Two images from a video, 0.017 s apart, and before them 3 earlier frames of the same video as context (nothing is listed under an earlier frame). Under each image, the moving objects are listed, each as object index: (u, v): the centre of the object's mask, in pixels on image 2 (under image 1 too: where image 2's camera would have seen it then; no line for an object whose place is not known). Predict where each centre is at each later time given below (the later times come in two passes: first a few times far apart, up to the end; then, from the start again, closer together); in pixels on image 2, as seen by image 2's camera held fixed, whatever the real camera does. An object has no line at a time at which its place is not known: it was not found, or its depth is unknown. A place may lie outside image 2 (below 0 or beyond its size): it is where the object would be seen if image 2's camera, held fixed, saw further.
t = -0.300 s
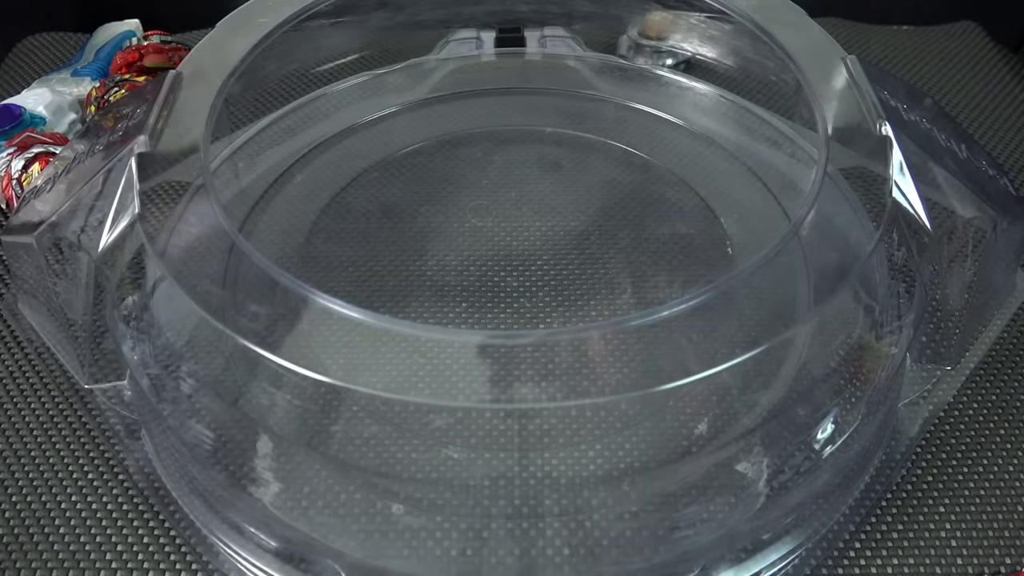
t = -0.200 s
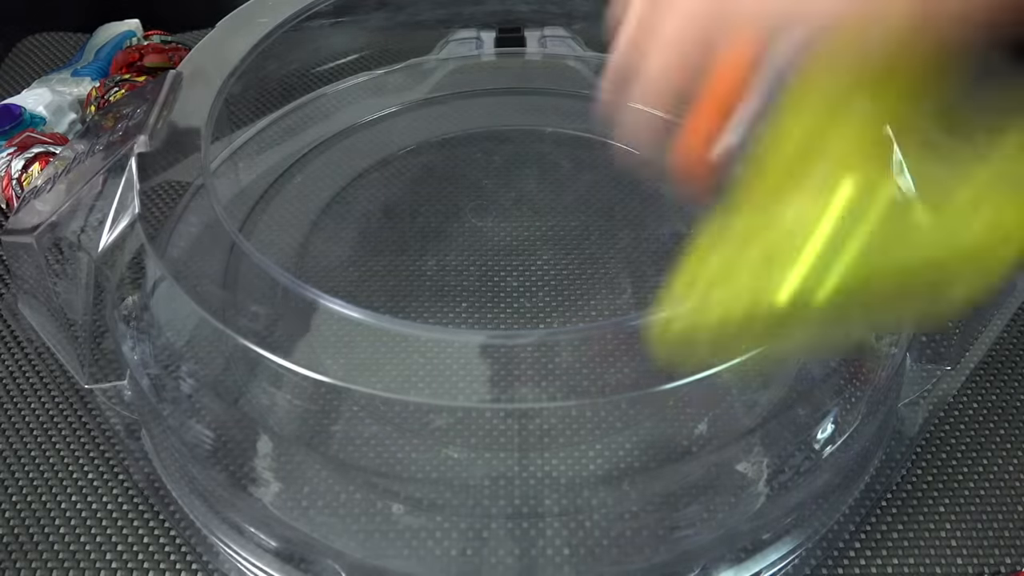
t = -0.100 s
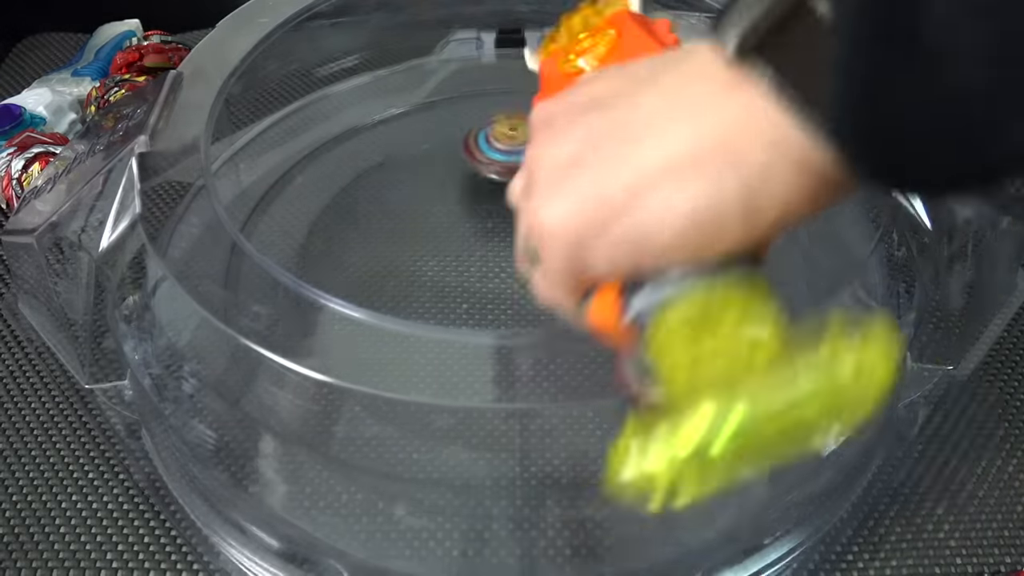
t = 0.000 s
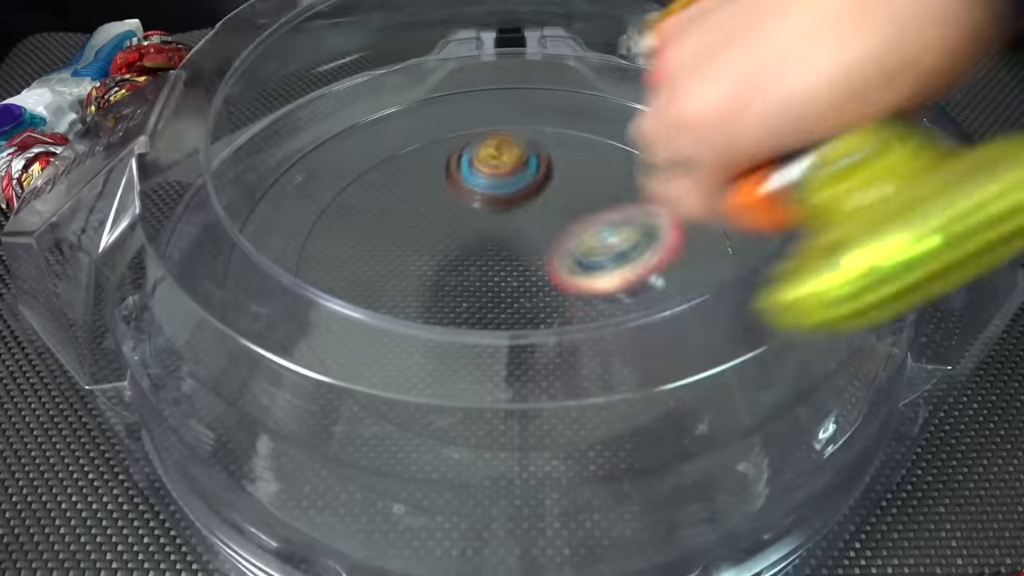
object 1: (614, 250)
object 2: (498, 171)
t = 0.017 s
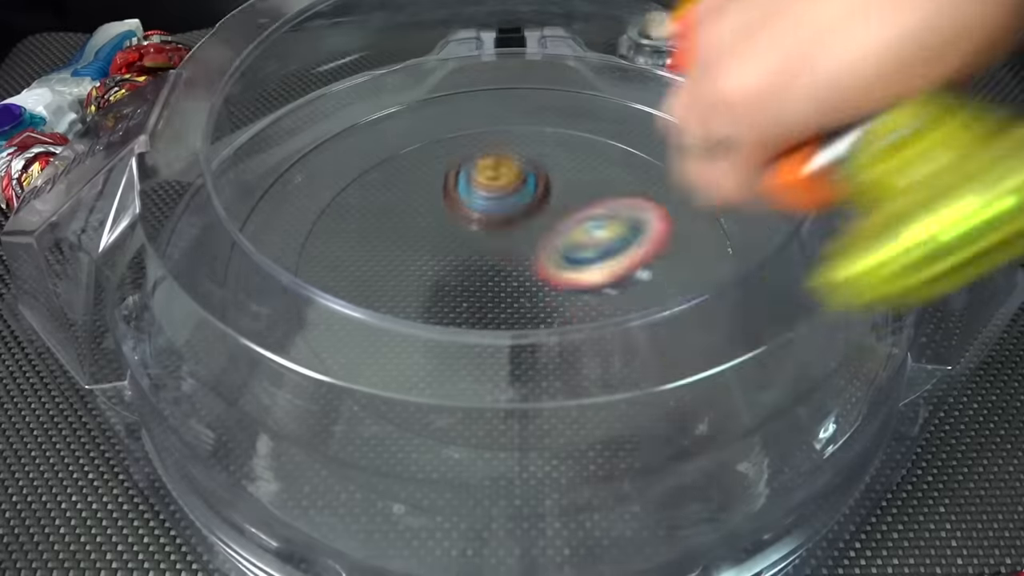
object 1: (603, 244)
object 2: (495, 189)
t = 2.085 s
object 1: (636, 361)
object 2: (481, 308)
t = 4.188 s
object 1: (369, 336)
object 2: (776, 295)
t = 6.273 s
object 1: (648, 356)
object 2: (772, 239)
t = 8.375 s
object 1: (496, 170)
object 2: (617, 417)
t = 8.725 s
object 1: (478, 334)
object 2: (614, 223)
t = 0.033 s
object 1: (590, 243)
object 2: (492, 212)
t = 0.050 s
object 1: (576, 246)
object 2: (484, 240)
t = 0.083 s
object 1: (552, 264)
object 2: (471, 268)
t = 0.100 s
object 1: (540, 278)
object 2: (465, 277)
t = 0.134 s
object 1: (530, 303)
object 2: (475, 271)
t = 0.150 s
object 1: (526, 321)
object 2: (491, 265)
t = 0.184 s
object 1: (520, 375)
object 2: (516, 269)
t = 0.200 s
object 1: (515, 413)
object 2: (525, 268)
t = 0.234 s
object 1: (509, 490)
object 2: (540, 262)
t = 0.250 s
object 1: (508, 504)
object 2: (545, 258)
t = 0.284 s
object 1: (510, 491)
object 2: (550, 247)
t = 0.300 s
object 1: (513, 478)
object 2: (551, 243)
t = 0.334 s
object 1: (518, 444)
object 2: (546, 233)
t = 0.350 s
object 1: (519, 428)
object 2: (541, 228)
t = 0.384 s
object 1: (522, 402)
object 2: (524, 221)
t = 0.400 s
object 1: (523, 394)
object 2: (513, 219)
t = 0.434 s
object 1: (527, 372)
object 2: (490, 218)
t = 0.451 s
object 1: (529, 359)
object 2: (478, 221)
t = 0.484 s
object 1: (534, 333)
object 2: (457, 232)
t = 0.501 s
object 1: (535, 325)
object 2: (447, 241)
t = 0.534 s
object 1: (539, 300)
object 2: (434, 262)
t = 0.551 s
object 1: (539, 295)
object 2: (432, 277)
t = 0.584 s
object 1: (540, 284)
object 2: (437, 294)
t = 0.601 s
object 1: (540, 277)
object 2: (444, 302)
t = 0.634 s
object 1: (537, 266)
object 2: (464, 337)
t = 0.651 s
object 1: (534, 262)
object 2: (483, 347)
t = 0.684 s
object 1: (526, 257)
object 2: (527, 363)
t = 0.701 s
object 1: (520, 256)
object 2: (550, 366)
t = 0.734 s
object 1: (508, 256)
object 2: (605, 368)
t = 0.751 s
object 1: (501, 257)
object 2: (628, 363)
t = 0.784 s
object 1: (486, 263)
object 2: (674, 339)
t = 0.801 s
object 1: (480, 266)
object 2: (700, 325)
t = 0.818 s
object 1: (474, 269)
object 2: (714, 310)
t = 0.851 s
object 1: (465, 276)
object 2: (738, 273)
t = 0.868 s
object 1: (462, 280)
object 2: (742, 250)
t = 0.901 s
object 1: (461, 287)
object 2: (750, 222)
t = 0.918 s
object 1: (461, 290)
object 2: (753, 210)
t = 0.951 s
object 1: (466, 300)
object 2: (758, 190)
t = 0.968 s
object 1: (471, 305)
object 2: (760, 180)
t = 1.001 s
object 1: (482, 312)
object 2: (756, 161)
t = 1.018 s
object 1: (490, 317)
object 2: (753, 154)
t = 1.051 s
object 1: (509, 326)
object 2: (737, 142)
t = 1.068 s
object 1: (520, 330)
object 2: (729, 137)
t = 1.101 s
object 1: (545, 339)
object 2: (714, 128)
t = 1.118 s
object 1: (558, 342)
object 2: (708, 124)
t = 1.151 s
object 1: (589, 349)
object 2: (694, 117)
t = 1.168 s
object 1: (605, 351)
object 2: (687, 114)
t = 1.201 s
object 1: (642, 356)
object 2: (674, 108)
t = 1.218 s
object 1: (660, 356)
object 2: (667, 105)
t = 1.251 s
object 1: (695, 352)
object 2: (653, 100)
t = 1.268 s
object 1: (712, 349)
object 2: (646, 99)
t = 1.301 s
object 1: (741, 347)
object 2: (631, 95)
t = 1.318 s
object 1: (755, 347)
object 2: (624, 93)
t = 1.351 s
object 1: (778, 351)
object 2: (609, 91)
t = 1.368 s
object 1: (783, 347)
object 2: (602, 90)
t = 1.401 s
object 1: (788, 343)
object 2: (586, 89)
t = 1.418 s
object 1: (787, 338)
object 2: (578, 90)
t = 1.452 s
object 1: (780, 329)
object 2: (563, 90)
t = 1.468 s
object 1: (776, 324)
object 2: (555, 91)
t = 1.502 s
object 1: (770, 321)
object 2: (541, 92)
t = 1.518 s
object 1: (765, 320)
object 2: (532, 94)
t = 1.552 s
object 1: (754, 322)
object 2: (514, 97)
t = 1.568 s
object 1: (748, 326)
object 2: (504, 102)
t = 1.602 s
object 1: (735, 336)
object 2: (479, 116)
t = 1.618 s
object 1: (729, 344)
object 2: (465, 124)
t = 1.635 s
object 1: (721, 352)
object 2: (449, 136)
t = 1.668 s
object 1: (704, 371)
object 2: (416, 160)
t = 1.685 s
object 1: (696, 383)
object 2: (402, 172)
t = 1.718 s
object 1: (679, 414)
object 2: (373, 202)
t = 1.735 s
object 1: (670, 432)
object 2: (361, 217)
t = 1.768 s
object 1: (652, 455)
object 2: (346, 253)
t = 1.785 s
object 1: (639, 462)
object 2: (346, 269)
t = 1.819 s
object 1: (615, 480)
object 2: (344, 316)
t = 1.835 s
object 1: (602, 491)
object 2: (353, 338)
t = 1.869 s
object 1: (580, 511)
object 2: (377, 383)
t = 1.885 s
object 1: (564, 508)
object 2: (403, 401)
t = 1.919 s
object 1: (563, 515)
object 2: (432, 421)
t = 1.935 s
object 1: (578, 505)
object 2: (426, 409)
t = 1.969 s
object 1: (601, 466)
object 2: (423, 389)
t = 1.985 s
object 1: (611, 447)
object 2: (425, 382)
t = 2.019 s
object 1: (623, 411)
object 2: (439, 350)
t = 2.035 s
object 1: (627, 397)
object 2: (448, 341)
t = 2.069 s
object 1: (634, 378)
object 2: (469, 324)
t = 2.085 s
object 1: (636, 361)
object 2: (481, 308)
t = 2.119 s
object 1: (641, 331)
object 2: (505, 297)
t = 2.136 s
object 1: (643, 316)
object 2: (514, 292)
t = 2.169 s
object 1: (641, 284)
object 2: (527, 272)
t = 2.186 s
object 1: (638, 269)
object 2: (529, 259)
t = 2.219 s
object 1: (635, 241)
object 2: (523, 239)
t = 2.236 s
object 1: (632, 227)
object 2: (516, 228)
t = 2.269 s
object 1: (619, 201)
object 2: (495, 209)
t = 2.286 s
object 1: (609, 190)
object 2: (483, 202)
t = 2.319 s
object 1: (583, 171)
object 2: (455, 191)
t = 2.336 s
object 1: (568, 163)
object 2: (440, 188)
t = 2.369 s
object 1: (535, 151)
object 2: (412, 188)
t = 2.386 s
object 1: (516, 147)
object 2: (398, 190)
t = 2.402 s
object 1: (499, 144)
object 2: (382, 193)
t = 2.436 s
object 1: (460, 142)
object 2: (357, 205)
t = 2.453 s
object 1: (440, 144)
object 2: (346, 212)
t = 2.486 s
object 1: (403, 152)
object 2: (330, 228)
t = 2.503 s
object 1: (387, 158)
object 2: (325, 237)
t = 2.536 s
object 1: (354, 172)
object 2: (322, 251)
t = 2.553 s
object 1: (341, 180)
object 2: (325, 258)
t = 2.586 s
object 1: (316, 200)
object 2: (328, 281)
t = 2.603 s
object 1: (306, 210)
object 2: (334, 293)
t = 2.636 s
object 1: (296, 234)
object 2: (357, 316)
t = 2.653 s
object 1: (292, 250)
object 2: (371, 326)
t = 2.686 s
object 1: (290, 279)
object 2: (411, 341)
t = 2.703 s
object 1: (292, 294)
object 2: (434, 347)
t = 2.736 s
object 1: (297, 323)
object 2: (476, 351)
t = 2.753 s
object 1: (301, 336)
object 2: (498, 348)
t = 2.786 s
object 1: (310, 359)
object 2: (541, 335)
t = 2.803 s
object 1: (317, 367)
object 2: (562, 327)
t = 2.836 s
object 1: (331, 381)
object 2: (600, 299)
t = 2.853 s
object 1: (340, 388)
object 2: (614, 286)
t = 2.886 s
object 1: (357, 397)
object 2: (641, 257)
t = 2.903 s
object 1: (367, 400)
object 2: (646, 234)
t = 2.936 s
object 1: (389, 406)
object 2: (652, 195)
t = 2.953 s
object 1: (402, 407)
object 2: (649, 173)
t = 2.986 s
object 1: (428, 406)
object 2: (638, 137)
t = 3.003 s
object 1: (442, 406)
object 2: (631, 120)
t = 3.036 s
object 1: (477, 403)
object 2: (608, 91)
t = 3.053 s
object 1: (495, 400)
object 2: (602, 81)
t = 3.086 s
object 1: (536, 392)
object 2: (581, 55)
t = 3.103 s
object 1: (557, 382)
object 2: (570, 46)
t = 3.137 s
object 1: (596, 363)
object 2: (547, 46)
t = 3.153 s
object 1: (613, 349)
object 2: (537, 48)
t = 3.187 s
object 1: (641, 321)
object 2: (517, 53)
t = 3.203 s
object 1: (651, 307)
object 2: (509, 55)
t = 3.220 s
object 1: (658, 291)
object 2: (499, 56)
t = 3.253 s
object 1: (666, 260)
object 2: (476, 64)
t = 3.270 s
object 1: (669, 247)
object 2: (463, 71)
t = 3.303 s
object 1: (662, 216)
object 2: (440, 80)
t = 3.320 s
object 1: (655, 201)
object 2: (430, 85)
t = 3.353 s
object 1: (637, 176)
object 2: (412, 94)
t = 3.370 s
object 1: (626, 164)
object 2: (405, 98)
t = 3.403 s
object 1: (600, 143)
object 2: (392, 107)
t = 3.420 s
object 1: (584, 135)
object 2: (386, 111)
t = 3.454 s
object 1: (552, 122)
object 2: (374, 122)
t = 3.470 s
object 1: (535, 118)
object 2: (368, 127)
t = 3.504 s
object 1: (501, 112)
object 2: (357, 138)
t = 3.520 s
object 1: (483, 110)
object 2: (352, 144)
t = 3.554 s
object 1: (447, 111)
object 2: (341, 162)
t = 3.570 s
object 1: (428, 114)
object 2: (336, 173)
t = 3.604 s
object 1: (394, 123)
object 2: (331, 199)
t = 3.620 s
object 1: (379, 128)
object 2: (329, 214)
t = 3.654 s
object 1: (351, 135)
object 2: (330, 247)
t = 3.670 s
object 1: (338, 140)
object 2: (336, 259)
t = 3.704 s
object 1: (317, 147)
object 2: (346, 297)
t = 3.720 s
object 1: (307, 152)
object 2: (355, 314)
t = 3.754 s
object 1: (292, 161)
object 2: (384, 349)
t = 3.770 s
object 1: (284, 165)
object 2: (400, 375)
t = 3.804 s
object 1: (272, 175)
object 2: (449, 399)
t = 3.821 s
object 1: (268, 179)
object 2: (474, 407)
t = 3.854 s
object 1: (264, 187)
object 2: (529, 414)
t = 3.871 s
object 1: (262, 192)
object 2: (561, 413)
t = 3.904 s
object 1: (255, 203)
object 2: (623, 409)
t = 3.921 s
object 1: (254, 208)
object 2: (650, 403)
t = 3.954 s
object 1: (255, 219)
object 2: (697, 398)
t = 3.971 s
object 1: (257, 226)
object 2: (712, 392)
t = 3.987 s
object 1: (260, 232)
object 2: (732, 387)
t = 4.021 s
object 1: (266, 246)
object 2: (758, 379)
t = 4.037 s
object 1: (270, 254)
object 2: (765, 372)
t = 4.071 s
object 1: (282, 268)
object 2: (779, 360)
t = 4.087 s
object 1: (289, 275)
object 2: (779, 345)
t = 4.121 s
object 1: (307, 294)
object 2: (778, 325)
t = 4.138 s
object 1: (320, 304)
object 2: (779, 318)
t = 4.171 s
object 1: (351, 326)
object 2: (778, 304)
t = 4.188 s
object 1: (369, 336)
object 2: (776, 295)
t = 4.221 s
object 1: (412, 356)
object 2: (776, 282)
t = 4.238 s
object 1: (433, 363)
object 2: (775, 274)
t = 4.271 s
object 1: (480, 370)
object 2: (771, 261)
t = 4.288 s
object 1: (505, 372)
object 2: (769, 254)
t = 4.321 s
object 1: (552, 368)
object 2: (763, 241)
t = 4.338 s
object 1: (574, 362)
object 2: (761, 236)
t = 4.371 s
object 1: (614, 345)
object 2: (754, 225)
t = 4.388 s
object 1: (632, 334)
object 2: (746, 218)
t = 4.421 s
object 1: (661, 309)
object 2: (743, 212)
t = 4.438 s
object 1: (672, 296)
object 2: (741, 208)
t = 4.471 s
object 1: (681, 269)
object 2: (739, 196)
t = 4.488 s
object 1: (674, 256)
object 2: (741, 184)
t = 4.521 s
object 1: (666, 237)
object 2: (745, 174)
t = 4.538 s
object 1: (658, 227)
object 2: (747, 163)
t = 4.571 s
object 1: (643, 204)
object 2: (748, 148)
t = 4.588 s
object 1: (633, 193)
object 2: (743, 139)
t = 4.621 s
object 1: (611, 174)
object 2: (730, 127)
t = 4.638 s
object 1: (598, 165)
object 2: (721, 123)
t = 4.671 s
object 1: (573, 151)
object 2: (700, 116)
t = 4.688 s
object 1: (559, 145)
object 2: (691, 112)
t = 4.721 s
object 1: (529, 137)
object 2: (677, 104)
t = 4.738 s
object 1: (514, 135)
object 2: (670, 99)
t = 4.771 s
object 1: (482, 133)
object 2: (657, 92)
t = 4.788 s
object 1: (467, 135)
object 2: (650, 90)
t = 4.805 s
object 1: (451, 137)
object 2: (643, 88)
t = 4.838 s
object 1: (423, 145)
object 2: (631, 84)
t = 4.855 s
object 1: (409, 151)
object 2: (625, 82)
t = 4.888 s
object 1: (385, 167)
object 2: (614, 79)
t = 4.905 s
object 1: (374, 177)
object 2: (610, 78)
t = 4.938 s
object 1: (358, 199)
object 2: (601, 76)
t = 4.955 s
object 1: (353, 211)
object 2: (597, 75)
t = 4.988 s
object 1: (347, 238)
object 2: (588, 74)
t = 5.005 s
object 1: (349, 251)
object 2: (585, 74)
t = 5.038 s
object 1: (355, 280)
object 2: (577, 73)
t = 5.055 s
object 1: (363, 294)
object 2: (574, 72)
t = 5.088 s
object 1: (386, 319)
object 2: (566, 71)
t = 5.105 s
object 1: (401, 331)
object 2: (563, 71)
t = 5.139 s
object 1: (435, 350)
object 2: (556, 71)
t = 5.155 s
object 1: (455, 358)
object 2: (552, 71)
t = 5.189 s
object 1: (497, 368)
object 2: (544, 72)
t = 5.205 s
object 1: (519, 370)
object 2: (541, 72)
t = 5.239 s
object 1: (563, 366)
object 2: (533, 73)
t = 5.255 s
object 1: (583, 360)
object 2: (530, 74)
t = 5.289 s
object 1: (620, 344)
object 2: (523, 75)
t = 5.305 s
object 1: (636, 335)
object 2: (520, 76)
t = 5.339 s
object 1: (663, 313)
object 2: (513, 78)
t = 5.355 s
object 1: (673, 301)
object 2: (510, 79)
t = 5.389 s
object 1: (688, 275)
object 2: (503, 82)
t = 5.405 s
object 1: (691, 261)
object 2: (499, 83)
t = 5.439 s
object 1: (694, 236)
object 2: (492, 86)
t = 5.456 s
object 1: (693, 223)
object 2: (489, 88)
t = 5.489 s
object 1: (684, 199)
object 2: (482, 92)
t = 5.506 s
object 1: (677, 188)
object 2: (479, 94)
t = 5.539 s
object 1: (659, 167)
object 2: (471, 98)
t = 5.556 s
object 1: (647, 158)
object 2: (466, 102)
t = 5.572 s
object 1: (636, 151)
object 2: (460, 108)
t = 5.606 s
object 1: (610, 137)
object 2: (445, 122)
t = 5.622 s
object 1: (595, 132)
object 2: (435, 131)
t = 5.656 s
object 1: (567, 126)
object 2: (415, 151)
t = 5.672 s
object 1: (551, 124)
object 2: (406, 163)
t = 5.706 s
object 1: (519, 124)
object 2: (386, 188)
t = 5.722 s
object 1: (504, 125)
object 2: (378, 203)
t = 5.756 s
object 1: (473, 132)
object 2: (366, 235)
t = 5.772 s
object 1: (457, 137)
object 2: (364, 251)
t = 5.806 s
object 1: (430, 150)
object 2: (372, 276)
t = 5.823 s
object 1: (416, 158)
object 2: (382, 287)
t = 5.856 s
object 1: (393, 178)
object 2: (398, 321)
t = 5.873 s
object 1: (384, 190)
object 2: (411, 336)
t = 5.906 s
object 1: (370, 214)
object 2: (449, 369)
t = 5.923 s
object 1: (366, 228)
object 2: (471, 381)
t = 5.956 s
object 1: (363, 256)
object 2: (520, 391)
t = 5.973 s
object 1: (367, 267)
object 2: (546, 393)
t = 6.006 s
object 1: (375, 299)
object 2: (598, 387)
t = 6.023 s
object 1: (383, 312)
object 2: (622, 383)
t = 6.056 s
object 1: (406, 338)
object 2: (666, 367)
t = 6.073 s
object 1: (421, 349)
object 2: (684, 361)
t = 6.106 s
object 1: (453, 367)
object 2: (715, 326)
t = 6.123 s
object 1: (473, 374)
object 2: (728, 311)
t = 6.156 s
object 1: (515, 383)
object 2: (745, 285)
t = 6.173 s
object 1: (534, 384)
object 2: (752, 274)
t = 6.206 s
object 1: (576, 381)
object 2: (764, 259)
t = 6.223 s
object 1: (596, 377)
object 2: (768, 252)
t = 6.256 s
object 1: (632, 365)
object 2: (772, 243)
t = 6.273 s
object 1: (648, 356)
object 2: (772, 239)
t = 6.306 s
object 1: (677, 335)
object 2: (773, 232)
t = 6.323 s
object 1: (688, 323)
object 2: (771, 228)
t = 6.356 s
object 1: (705, 300)
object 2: (769, 221)
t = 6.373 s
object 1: (704, 293)
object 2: (770, 217)
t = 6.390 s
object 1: (696, 284)
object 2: (779, 205)
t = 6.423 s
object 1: (676, 269)
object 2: (799, 191)
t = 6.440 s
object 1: (666, 262)
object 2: (802, 183)
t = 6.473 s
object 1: (650, 248)
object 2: (801, 168)
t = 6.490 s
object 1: (641, 239)
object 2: (801, 161)
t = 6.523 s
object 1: (620, 223)
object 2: (802, 149)
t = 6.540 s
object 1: (608, 215)
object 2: (796, 149)
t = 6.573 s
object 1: (582, 203)
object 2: (780, 145)
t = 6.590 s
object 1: (568, 198)
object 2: (777, 144)
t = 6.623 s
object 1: (538, 191)
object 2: (773, 141)
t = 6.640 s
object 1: (524, 189)
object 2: (771, 138)
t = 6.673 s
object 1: (493, 189)
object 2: (769, 133)
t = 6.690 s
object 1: (478, 191)
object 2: (768, 130)
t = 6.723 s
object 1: (450, 199)
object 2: (763, 127)
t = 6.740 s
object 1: (437, 205)
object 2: (761, 124)
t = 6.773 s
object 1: (415, 220)
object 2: (754, 121)
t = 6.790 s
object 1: (406, 229)
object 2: (751, 119)
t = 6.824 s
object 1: (393, 250)
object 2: (744, 116)
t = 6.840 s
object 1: (390, 261)
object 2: (740, 115)
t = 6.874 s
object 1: (390, 279)
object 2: (733, 113)
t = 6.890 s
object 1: (392, 294)
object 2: (729, 112)
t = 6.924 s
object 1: (404, 315)
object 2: (720, 110)
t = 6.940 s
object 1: (413, 325)
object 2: (713, 109)
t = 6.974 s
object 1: (436, 342)
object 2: (692, 109)
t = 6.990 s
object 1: (450, 350)
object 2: (681, 109)
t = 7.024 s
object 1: (482, 359)
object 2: (663, 110)
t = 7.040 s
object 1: (499, 361)
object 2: (655, 110)
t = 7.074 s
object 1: (533, 360)
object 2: (640, 112)
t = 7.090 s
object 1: (550, 358)
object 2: (633, 115)
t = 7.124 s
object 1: (582, 347)
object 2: (619, 120)
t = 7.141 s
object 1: (595, 340)
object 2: (608, 125)
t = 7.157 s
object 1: (608, 331)
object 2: (594, 128)
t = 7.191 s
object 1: (626, 311)
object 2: (566, 136)
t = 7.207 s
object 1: (632, 301)
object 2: (550, 139)
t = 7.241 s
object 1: (638, 275)
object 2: (516, 148)
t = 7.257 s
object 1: (640, 266)
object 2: (502, 153)
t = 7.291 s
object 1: (638, 245)
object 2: (464, 168)
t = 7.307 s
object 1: (633, 234)
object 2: (448, 177)
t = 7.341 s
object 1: (618, 215)
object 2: (418, 199)
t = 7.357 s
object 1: (608, 206)
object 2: (406, 210)
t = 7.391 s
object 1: (586, 192)
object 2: (384, 237)
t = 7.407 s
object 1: (573, 186)
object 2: (377, 250)
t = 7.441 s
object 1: (545, 177)
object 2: (372, 273)
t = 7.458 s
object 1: (531, 175)
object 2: (374, 282)
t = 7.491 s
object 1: (502, 173)
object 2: (376, 312)
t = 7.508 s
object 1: (487, 173)
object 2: (378, 328)
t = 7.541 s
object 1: (459, 177)
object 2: (395, 370)
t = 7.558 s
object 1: (447, 182)
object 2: (407, 381)
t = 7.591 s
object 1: (422, 192)
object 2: (437, 398)
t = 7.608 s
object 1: (412, 199)
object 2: (456, 410)
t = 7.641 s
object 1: (394, 216)
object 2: (497, 418)
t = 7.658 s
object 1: (388, 225)
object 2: (520, 421)
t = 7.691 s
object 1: (379, 246)
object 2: (551, 431)
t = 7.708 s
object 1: (378, 256)
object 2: (565, 434)
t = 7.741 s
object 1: (382, 275)
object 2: (588, 436)
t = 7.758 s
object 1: (386, 289)
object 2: (595, 438)
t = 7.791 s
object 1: (400, 309)
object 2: (606, 448)
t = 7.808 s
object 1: (411, 319)
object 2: (609, 451)
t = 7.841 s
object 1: (436, 335)
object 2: (615, 459)
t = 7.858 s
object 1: (450, 340)
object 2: (616, 461)
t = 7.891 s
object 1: (483, 349)
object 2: (619, 463)
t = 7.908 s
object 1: (500, 352)
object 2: (621, 463)
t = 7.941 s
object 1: (533, 352)
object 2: (623, 462)
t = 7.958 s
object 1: (550, 347)
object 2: (624, 462)
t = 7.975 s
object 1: (565, 342)
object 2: (625, 461)
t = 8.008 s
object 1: (595, 328)
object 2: (628, 457)
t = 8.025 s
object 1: (605, 320)
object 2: (627, 459)
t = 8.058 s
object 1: (623, 301)
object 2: (628, 455)
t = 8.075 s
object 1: (628, 289)
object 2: (628, 454)
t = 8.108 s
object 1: (635, 268)
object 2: (628, 453)
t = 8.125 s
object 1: (637, 257)
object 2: (628, 452)
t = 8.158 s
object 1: (633, 236)
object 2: (627, 453)
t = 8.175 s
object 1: (628, 226)
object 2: (626, 448)
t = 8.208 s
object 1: (615, 209)
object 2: (625, 445)
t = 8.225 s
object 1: (606, 201)
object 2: (623, 438)
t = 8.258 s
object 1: (585, 187)
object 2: (622, 432)
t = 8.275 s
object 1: (575, 182)
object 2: (623, 429)
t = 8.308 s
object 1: (549, 173)
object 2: (621, 426)
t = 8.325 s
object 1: (537, 171)
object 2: (620, 424)
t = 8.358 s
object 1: (510, 168)
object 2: (618, 419)
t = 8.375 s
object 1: (496, 170)
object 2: (617, 417)
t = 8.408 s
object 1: (471, 174)
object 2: (618, 411)
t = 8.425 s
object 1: (457, 179)
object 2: (617, 407)
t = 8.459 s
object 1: (436, 190)
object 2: (618, 404)
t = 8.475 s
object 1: (426, 197)
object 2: (624, 388)
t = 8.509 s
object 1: (410, 213)
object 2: (633, 378)
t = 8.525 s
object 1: (405, 223)
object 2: (639, 363)
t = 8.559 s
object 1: (399, 244)
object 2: (646, 334)
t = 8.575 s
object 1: (398, 255)
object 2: (649, 322)
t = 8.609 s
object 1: (403, 275)
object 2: (653, 303)
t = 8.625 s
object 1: (410, 282)
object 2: (648, 281)
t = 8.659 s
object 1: (425, 305)
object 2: (645, 266)
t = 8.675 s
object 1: (436, 314)
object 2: (642, 258)
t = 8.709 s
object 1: (463, 329)
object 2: (624, 234)
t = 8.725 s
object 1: (478, 334)
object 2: (614, 223)
